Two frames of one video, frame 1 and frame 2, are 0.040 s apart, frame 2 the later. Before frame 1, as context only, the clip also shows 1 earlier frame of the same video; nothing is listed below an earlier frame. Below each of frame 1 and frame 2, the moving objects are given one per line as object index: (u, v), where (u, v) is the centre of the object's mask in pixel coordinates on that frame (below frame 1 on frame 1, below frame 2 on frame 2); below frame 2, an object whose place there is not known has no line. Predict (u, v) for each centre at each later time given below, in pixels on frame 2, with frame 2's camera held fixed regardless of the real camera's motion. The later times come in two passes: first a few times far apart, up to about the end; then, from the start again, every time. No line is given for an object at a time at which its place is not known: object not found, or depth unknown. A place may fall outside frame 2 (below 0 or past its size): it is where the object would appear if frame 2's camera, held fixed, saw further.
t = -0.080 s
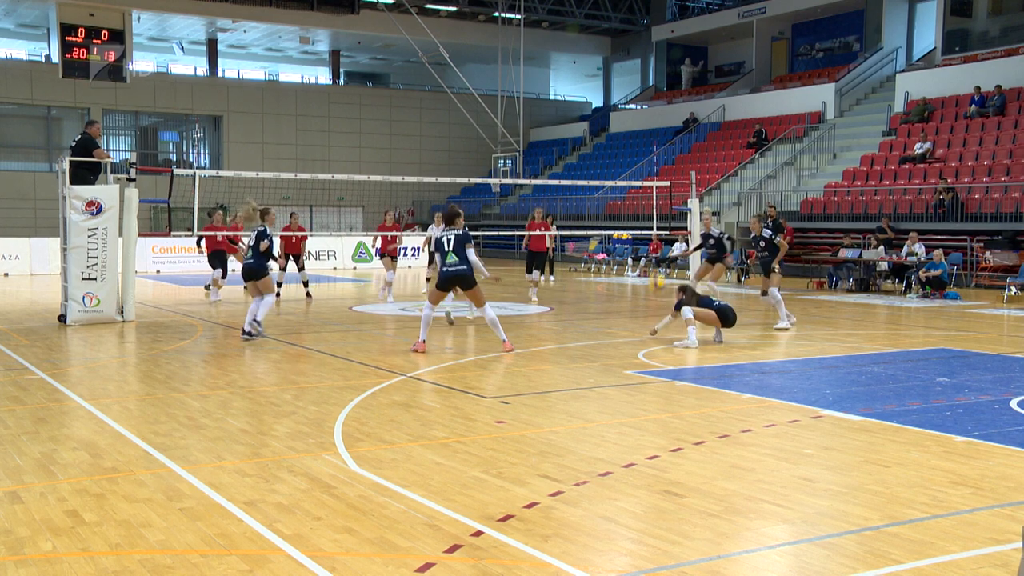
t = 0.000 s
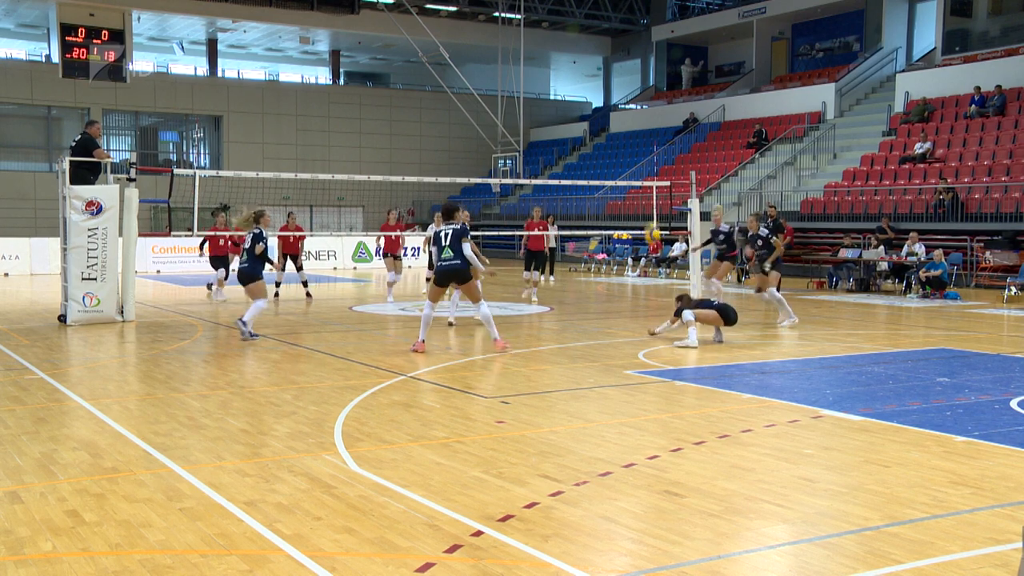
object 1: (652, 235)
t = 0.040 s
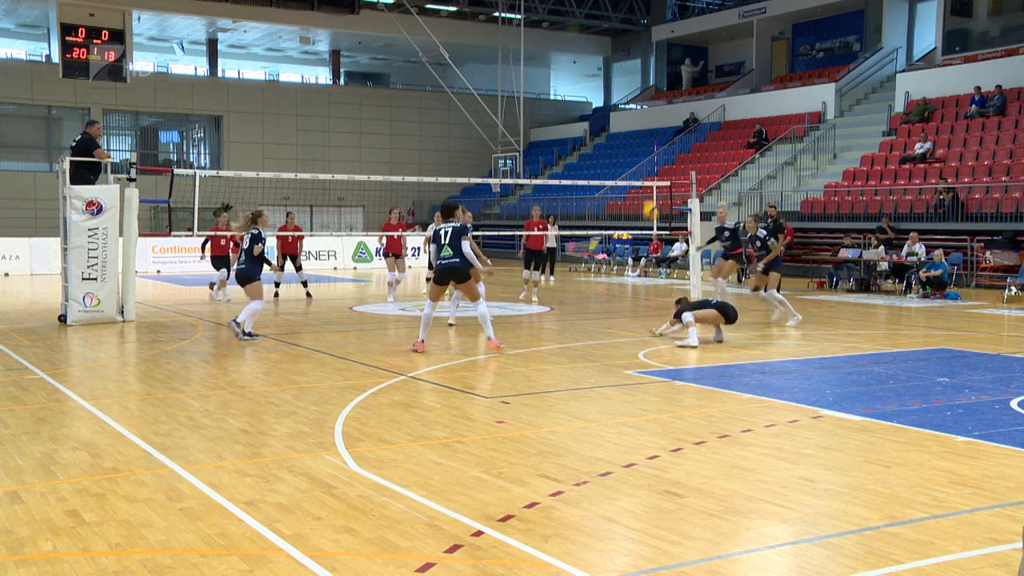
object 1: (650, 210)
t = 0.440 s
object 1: (637, 55)
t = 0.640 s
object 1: (632, 24)
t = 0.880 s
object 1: (625, 24)
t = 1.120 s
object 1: (619, 62)
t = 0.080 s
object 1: (648, 189)
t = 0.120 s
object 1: (647, 169)
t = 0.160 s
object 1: (645, 149)
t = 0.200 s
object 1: (644, 134)
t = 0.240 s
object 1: (643, 117)
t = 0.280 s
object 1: (641, 101)
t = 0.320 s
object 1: (640, 87)
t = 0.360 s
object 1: (639, 76)
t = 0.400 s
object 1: (638, 65)
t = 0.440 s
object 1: (637, 55)
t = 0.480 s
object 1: (635, 47)
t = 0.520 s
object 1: (634, 40)
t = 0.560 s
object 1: (634, 33)
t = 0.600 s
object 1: (632, 28)
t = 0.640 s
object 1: (632, 24)
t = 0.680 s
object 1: (631, 21)
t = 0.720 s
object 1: (630, 20)
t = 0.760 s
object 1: (629, 19)
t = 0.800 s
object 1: (627, 19)
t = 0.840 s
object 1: (627, 21)
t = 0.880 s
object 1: (625, 24)
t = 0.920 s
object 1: (624, 28)
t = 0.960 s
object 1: (624, 32)
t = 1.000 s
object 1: (623, 39)
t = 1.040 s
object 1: (621, 45)
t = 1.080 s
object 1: (620, 53)
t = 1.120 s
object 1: (619, 62)
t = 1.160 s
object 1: (618, 72)
